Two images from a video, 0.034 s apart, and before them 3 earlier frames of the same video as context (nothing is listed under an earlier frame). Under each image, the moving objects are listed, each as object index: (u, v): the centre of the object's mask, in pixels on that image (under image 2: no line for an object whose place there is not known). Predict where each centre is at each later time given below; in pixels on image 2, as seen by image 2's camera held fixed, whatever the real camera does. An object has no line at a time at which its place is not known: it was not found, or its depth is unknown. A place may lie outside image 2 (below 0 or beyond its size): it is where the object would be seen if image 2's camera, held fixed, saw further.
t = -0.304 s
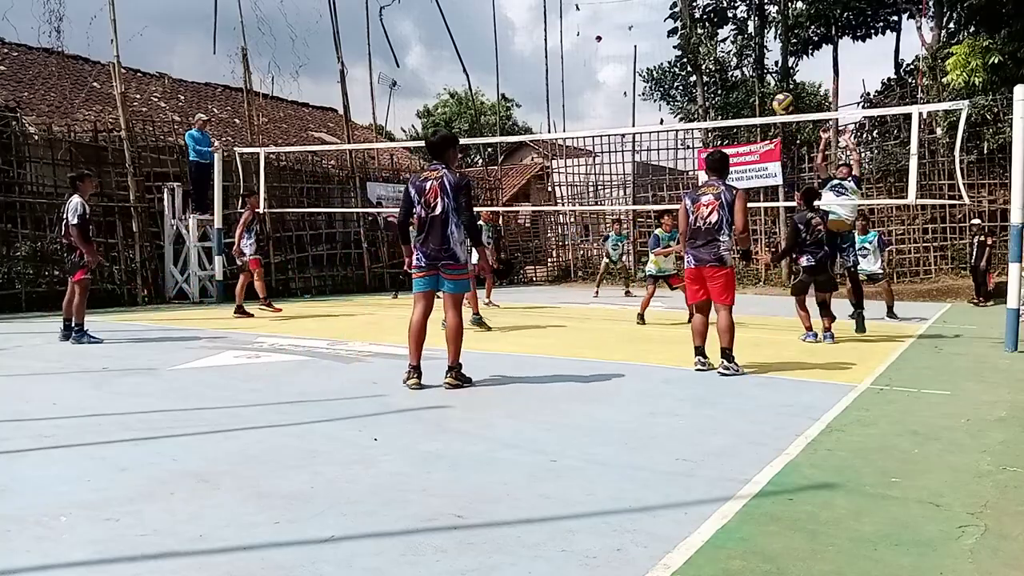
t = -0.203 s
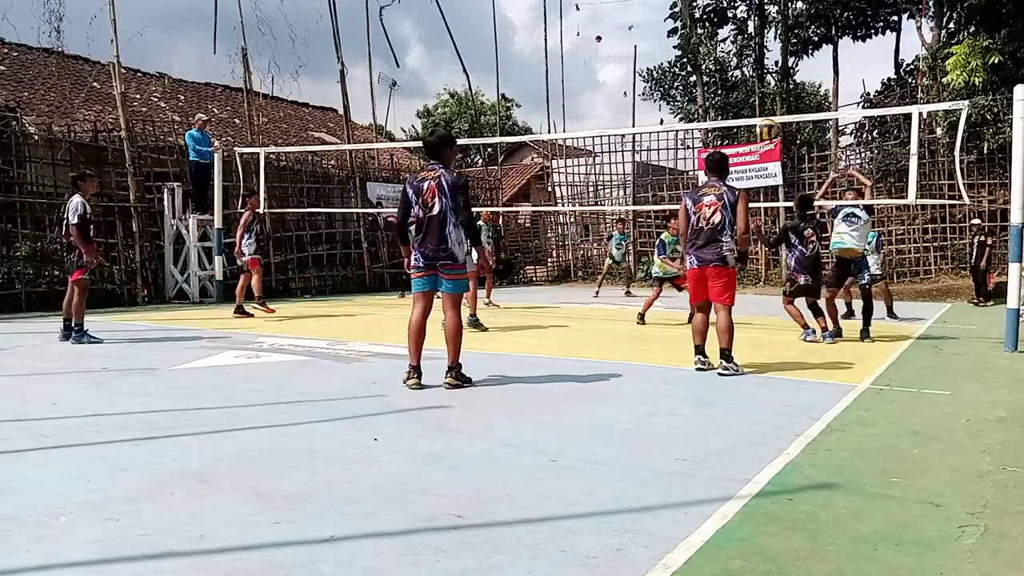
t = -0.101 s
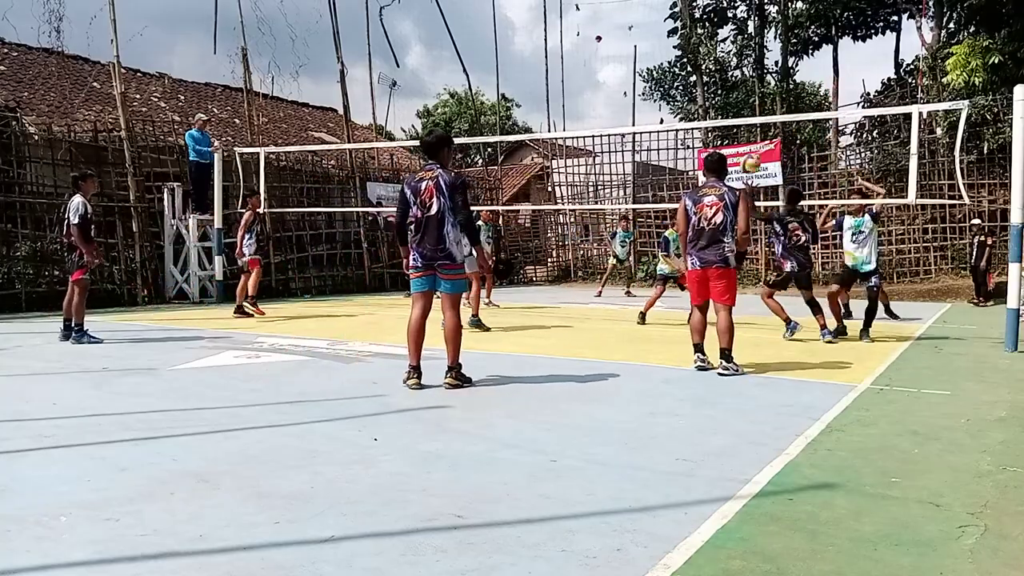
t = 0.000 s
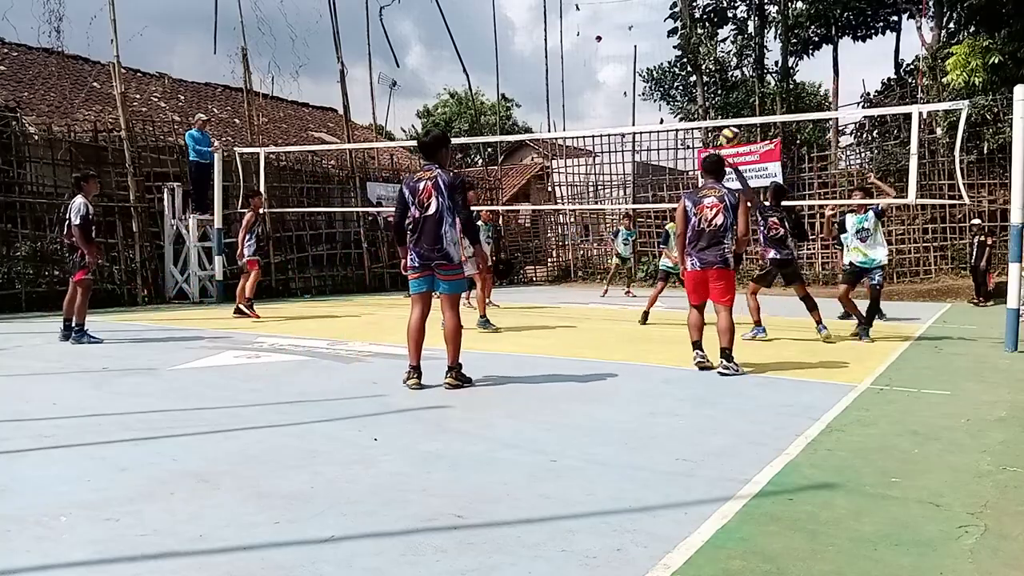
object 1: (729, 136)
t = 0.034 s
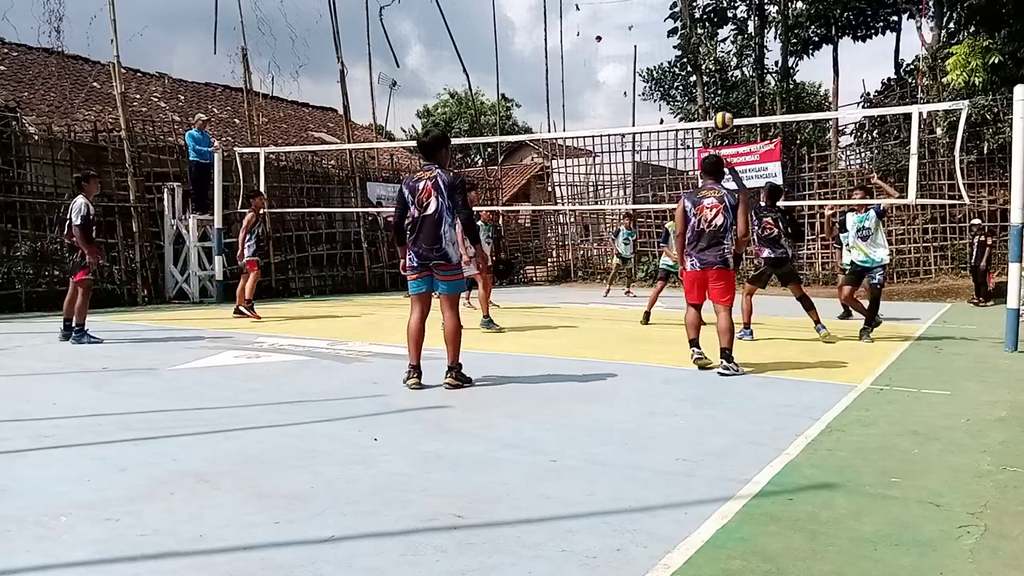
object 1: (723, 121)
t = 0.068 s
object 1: (715, 107)
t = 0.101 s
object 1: (707, 93)
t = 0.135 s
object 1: (700, 80)
